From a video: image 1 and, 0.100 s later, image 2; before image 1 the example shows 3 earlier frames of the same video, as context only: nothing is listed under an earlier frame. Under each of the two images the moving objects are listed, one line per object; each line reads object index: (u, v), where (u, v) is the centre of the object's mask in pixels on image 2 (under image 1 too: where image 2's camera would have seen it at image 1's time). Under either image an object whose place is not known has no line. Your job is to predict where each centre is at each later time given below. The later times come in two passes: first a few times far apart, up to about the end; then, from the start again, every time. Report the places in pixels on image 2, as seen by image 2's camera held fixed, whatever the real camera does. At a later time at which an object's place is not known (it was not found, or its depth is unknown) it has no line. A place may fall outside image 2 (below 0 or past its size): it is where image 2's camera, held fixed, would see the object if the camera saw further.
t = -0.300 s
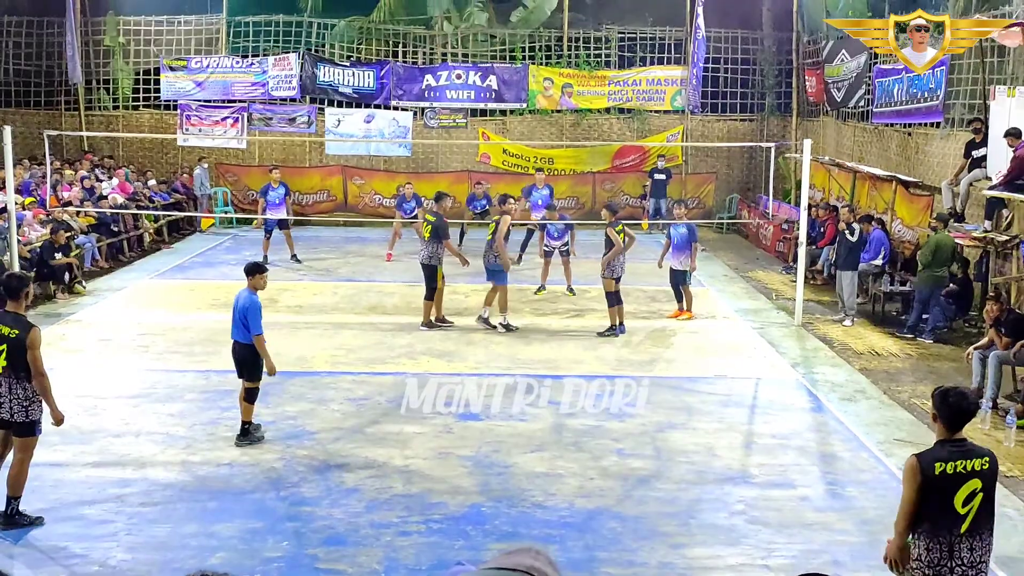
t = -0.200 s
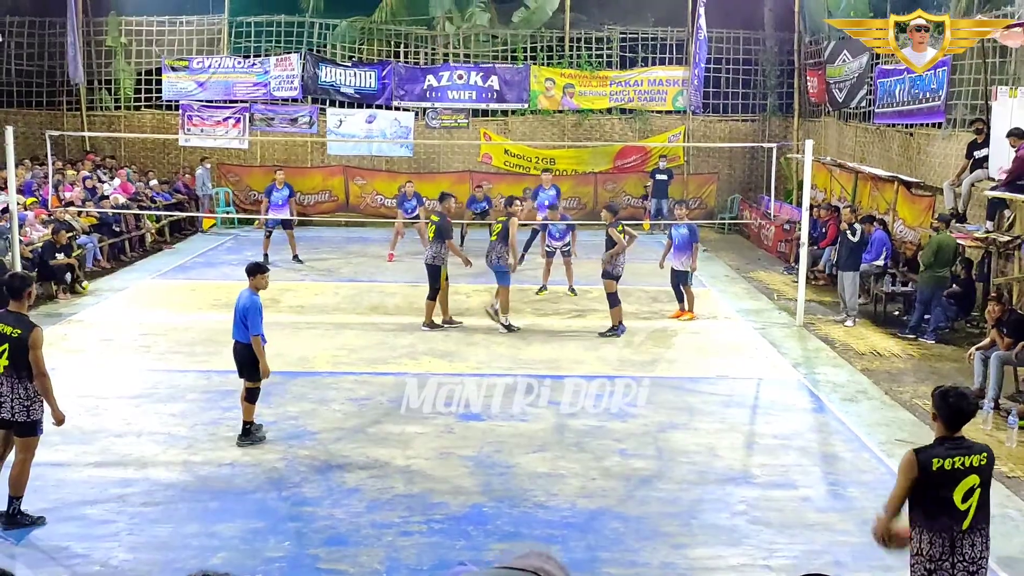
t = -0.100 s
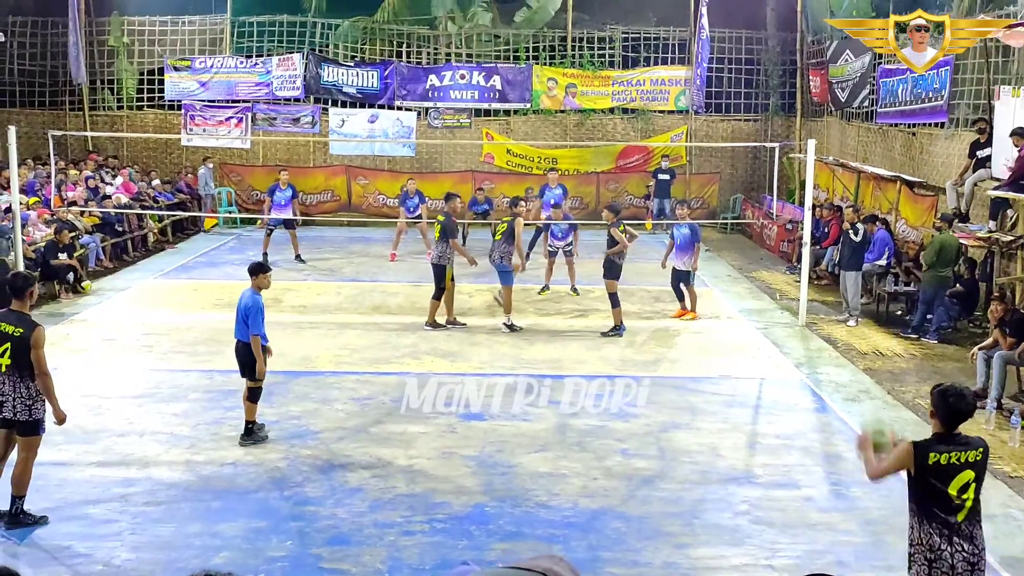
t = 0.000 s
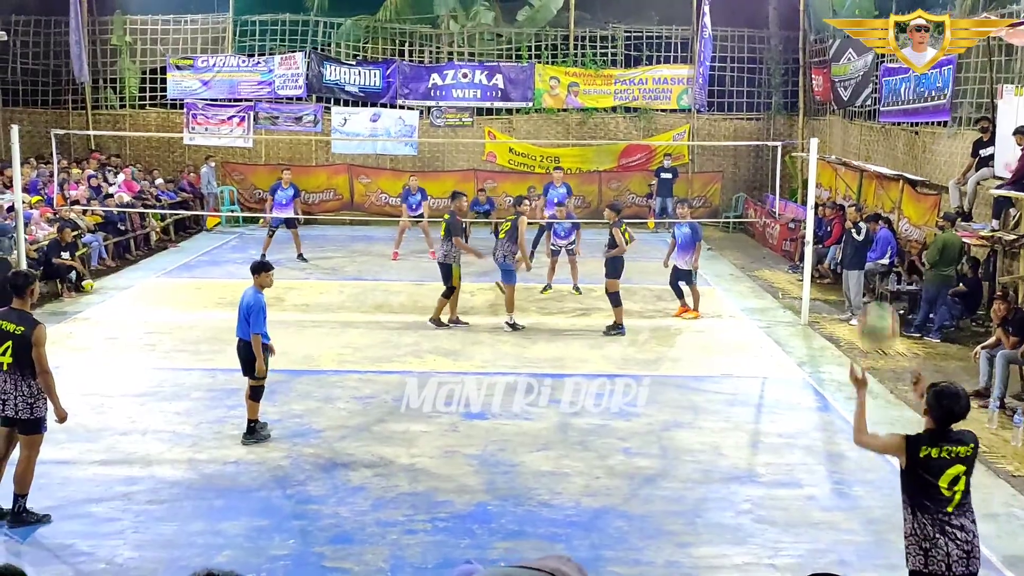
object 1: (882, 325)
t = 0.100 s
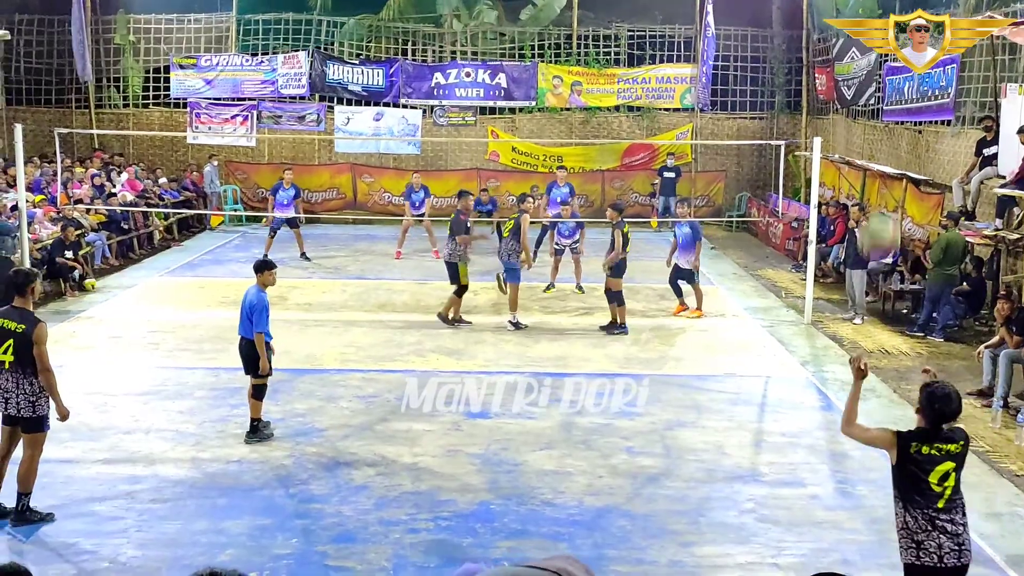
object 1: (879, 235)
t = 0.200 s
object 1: (877, 163)
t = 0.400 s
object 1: (867, 78)
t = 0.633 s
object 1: (850, 74)
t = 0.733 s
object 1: (842, 101)
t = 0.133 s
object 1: (879, 208)
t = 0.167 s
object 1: (879, 187)
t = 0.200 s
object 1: (877, 163)
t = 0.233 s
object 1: (877, 142)
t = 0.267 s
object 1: (875, 125)
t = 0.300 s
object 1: (873, 111)
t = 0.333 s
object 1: (870, 97)
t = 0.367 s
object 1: (869, 87)
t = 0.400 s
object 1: (867, 78)
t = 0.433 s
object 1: (865, 73)
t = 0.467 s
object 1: (862, 69)
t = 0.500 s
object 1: (859, 69)
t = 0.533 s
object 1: (857, 68)
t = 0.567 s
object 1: (854, 68)
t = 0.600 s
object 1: (853, 70)
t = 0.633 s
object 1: (850, 74)
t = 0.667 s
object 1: (847, 82)
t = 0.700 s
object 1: (845, 88)
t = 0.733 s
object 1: (842, 101)
